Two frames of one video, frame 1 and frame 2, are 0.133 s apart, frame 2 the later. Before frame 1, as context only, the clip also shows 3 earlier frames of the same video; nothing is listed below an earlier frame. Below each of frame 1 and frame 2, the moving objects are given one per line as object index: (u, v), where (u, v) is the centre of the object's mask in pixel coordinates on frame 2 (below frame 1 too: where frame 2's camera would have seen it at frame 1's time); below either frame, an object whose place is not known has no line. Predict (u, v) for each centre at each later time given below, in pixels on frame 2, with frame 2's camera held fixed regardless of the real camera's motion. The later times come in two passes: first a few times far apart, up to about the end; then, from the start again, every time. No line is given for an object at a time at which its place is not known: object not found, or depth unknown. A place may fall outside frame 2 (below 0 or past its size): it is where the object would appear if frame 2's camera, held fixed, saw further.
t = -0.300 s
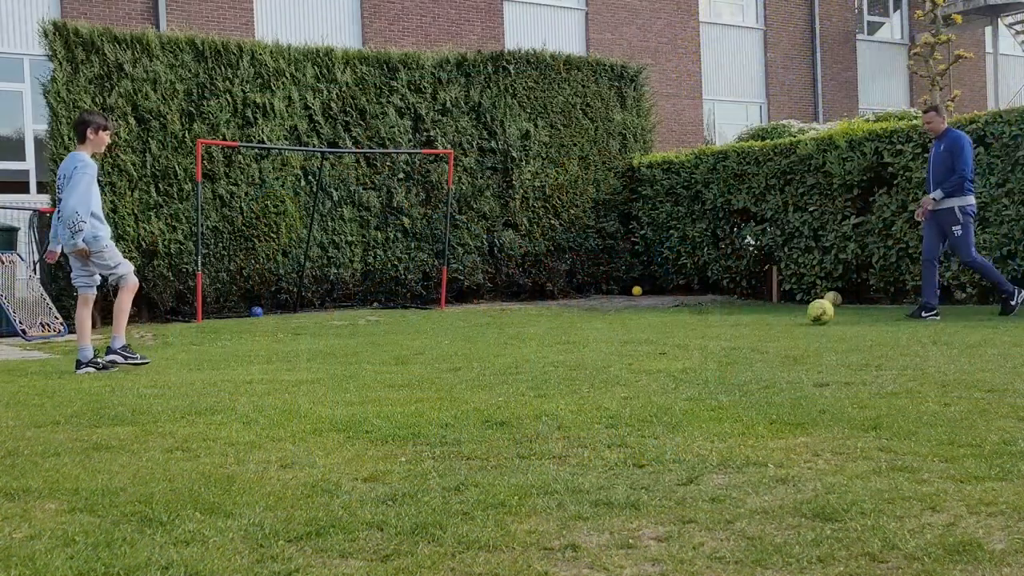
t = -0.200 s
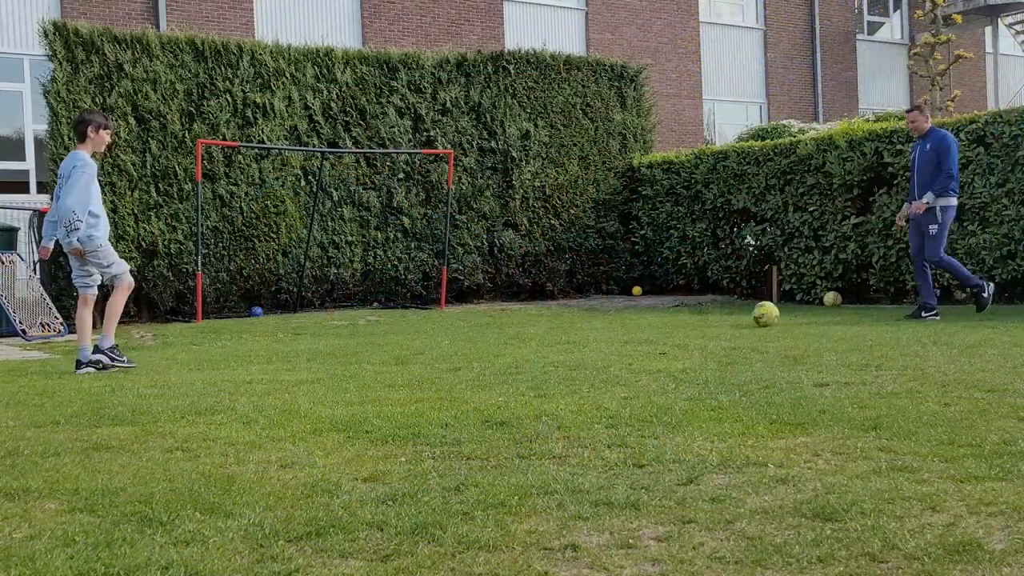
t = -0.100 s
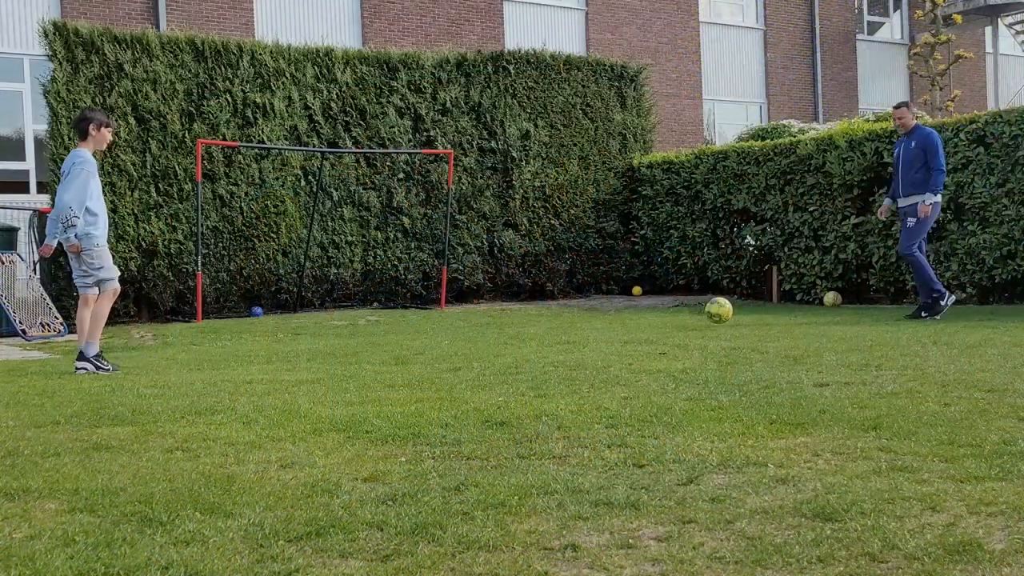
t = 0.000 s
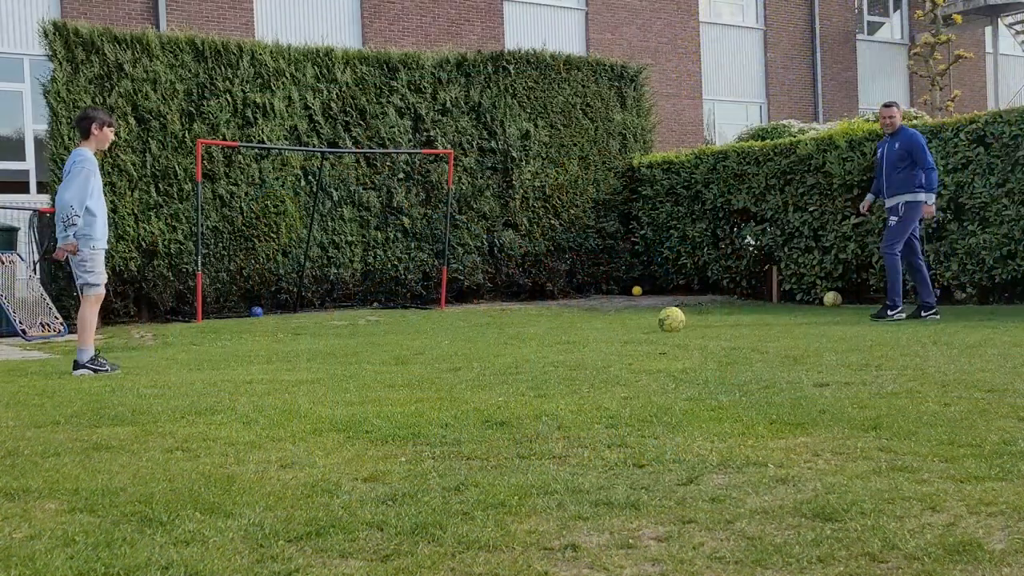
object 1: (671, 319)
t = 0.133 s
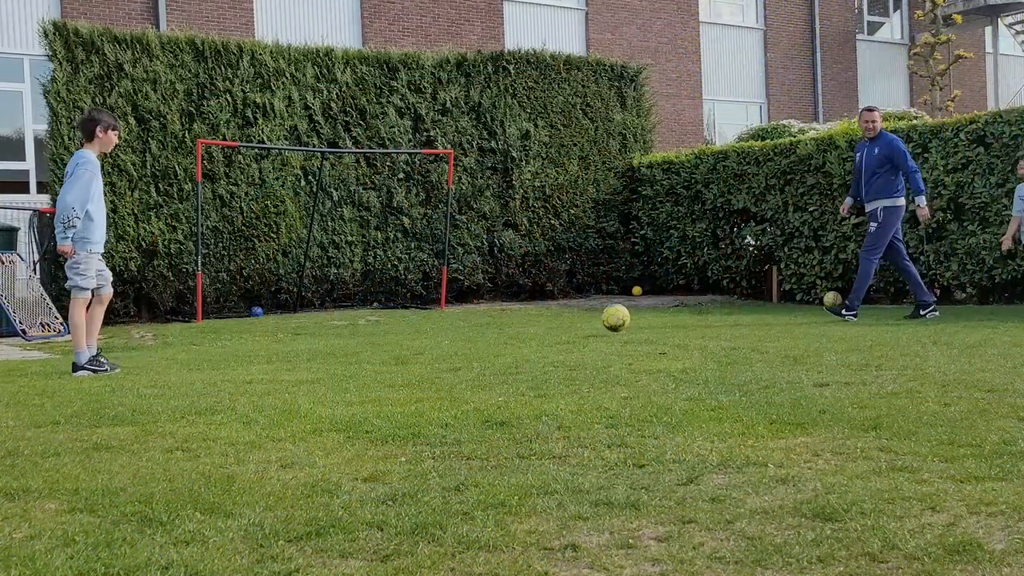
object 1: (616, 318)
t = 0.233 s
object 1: (575, 326)
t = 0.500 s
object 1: (462, 325)
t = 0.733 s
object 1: (365, 328)
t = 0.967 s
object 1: (266, 337)
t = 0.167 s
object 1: (602, 320)
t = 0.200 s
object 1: (588, 324)
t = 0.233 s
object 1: (575, 326)
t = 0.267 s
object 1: (560, 325)
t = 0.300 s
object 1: (546, 325)
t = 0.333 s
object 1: (531, 327)
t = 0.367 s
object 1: (517, 330)
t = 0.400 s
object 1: (504, 328)
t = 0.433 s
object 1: (490, 325)
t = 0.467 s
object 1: (476, 325)
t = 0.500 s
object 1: (462, 325)
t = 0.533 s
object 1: (448, 328)
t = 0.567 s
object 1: (434, 333)
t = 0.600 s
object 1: (420, 333)
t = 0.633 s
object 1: (407, 330)
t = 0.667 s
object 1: (393, 327)
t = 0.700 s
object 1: (379, 326)
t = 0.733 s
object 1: (365, 328)
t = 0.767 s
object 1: (350, 330)
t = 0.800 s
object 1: (337, 334)
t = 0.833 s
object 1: (323, 340)
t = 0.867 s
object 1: (309, 342)
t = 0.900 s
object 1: (294, 339)
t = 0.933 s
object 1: (281, 337)
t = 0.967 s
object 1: (266, 337)
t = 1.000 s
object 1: (252, 338)
